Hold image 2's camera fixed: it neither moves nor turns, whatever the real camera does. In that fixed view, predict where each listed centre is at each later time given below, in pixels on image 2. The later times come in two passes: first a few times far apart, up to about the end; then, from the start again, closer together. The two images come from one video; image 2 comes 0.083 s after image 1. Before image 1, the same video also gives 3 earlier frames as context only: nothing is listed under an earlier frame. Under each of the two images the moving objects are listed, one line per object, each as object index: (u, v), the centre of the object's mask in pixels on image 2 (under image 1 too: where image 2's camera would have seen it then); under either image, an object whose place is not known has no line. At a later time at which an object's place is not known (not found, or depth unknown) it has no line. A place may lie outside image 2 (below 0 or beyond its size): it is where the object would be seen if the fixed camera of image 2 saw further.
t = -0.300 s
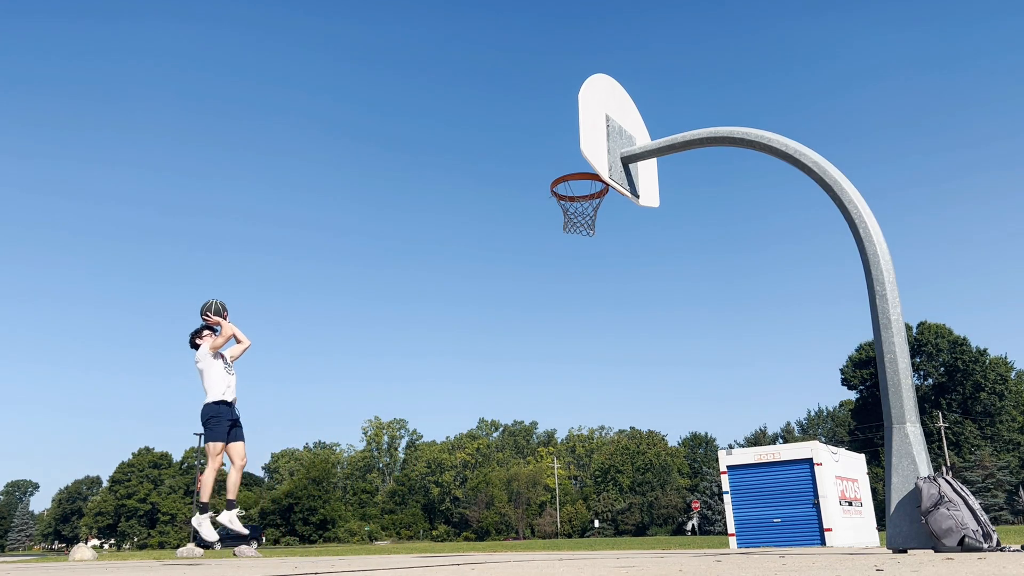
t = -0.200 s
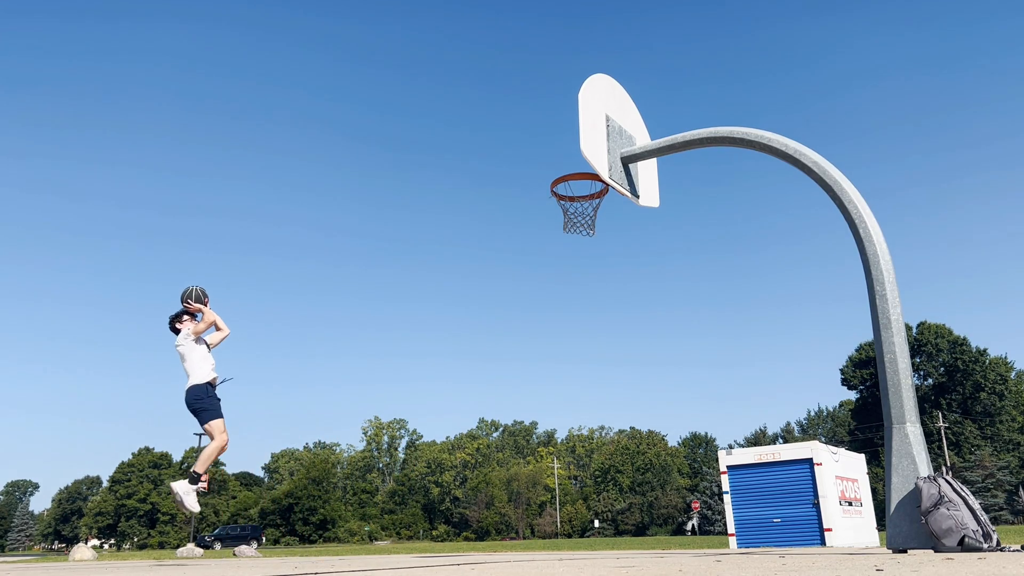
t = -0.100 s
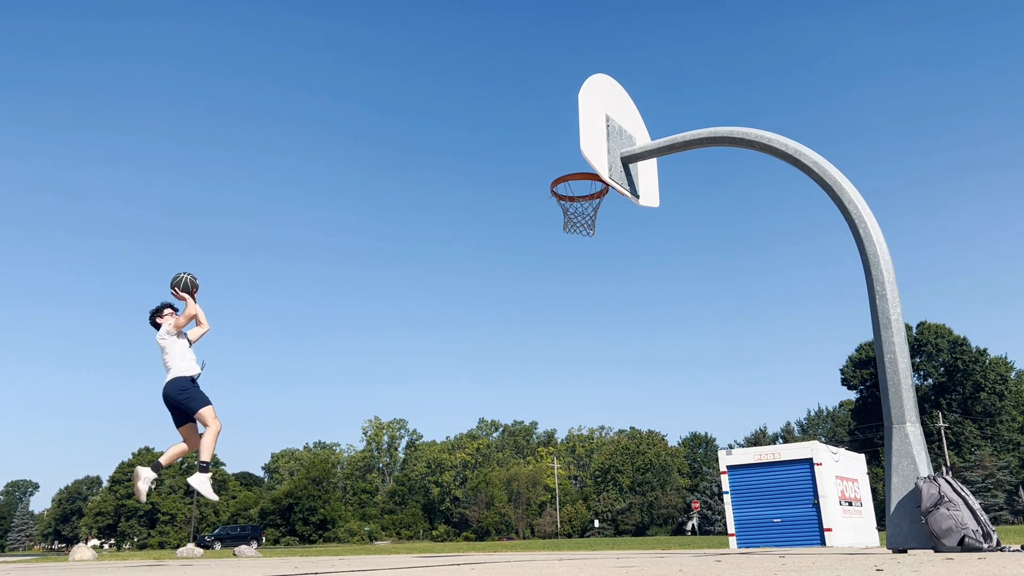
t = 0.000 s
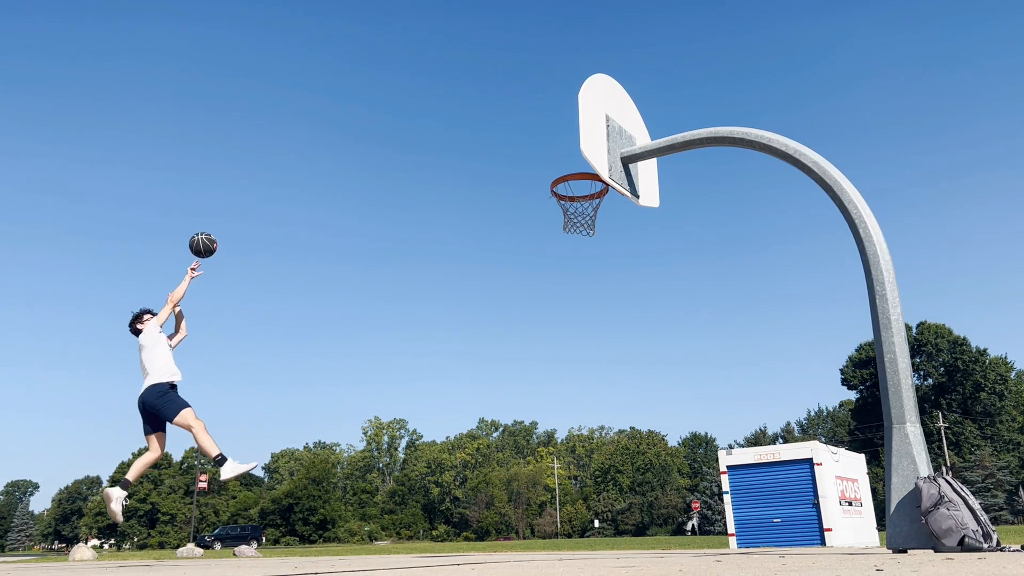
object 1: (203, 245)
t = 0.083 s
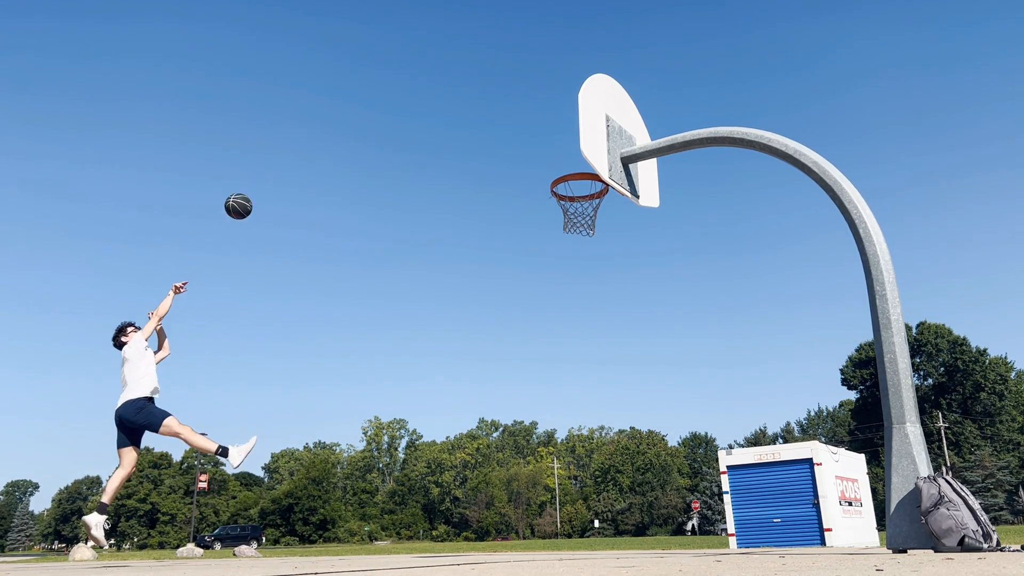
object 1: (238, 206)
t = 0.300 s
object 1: (327, 138)
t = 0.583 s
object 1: (440, 117)
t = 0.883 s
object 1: (568, 185)
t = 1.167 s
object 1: (602, 224)
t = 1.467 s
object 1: (608, 332)
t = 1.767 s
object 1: (618, 523)
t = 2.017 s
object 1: (580, 409)
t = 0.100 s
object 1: (245, 199)
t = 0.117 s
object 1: (252, 193)
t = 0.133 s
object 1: (259, 186)
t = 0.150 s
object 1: (266, 180)
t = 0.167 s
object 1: (273, 174)
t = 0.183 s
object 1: (280, 169)
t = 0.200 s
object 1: (287, 164)
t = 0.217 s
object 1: (293, 159)
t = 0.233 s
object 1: (300, 154)
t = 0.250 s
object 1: (307, 150)
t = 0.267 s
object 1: (314, 146)
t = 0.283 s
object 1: (320, 142)
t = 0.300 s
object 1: (327, 138)
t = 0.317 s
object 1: (334, 135)
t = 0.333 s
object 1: (340, 132)
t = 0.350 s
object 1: (347, 129)
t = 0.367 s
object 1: (354, 126)
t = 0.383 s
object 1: (360, 124)
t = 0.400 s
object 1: (367, 122)
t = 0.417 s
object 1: (374, 120)
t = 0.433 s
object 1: (380, 119)
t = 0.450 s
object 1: (387, 118)
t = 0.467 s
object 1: (394, 117)
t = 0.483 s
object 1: (400, 116)
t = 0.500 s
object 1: (407, 116)
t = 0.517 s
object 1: (413, 116)
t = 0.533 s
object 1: (420, 116)
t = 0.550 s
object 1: (427, 116)
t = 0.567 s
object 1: (434, 117)
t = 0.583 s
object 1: (440, 117)
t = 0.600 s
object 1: (447, 119)
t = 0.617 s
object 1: (454, 120)
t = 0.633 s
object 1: (461, 122)
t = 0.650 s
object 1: (468, 124)
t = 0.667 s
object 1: (475, 126)
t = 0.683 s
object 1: (481, 129)
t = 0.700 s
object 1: (488, 132)
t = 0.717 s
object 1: (495, 135)
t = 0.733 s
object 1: (503, 138)
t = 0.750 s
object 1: (510, 142)
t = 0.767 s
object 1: (517, 146)
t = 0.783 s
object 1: (524, 150)
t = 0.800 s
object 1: (531, 155)
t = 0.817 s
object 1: (538, 160)
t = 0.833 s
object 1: (545, 165)
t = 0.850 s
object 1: (552, 170)
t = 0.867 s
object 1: (559, 176)
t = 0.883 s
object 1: (568, 185)
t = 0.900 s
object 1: (575, 190)
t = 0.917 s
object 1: (582, 196)
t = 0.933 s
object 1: (590, 204)
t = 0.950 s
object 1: (597, 209)
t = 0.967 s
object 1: (600, 211)
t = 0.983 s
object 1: (602, 210)
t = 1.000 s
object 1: (602, 210)
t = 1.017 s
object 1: (602, 210)
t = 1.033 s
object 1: (602, 211)
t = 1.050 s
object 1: (601, 211)
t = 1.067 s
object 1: (602, 212)
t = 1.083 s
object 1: (602, 213)
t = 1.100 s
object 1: (602, 214)
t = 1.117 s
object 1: (602, 216)
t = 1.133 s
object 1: (602, 219)
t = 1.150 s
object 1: (602, 221)
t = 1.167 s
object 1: (602, 224)
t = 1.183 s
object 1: (603, 227)
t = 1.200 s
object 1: (603, 231)
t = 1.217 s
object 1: (603, 234)
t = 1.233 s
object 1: (603, 238)
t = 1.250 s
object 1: (603, 243)
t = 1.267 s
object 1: (603, 247)
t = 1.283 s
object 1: (604, 252)
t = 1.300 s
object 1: (604, 258)
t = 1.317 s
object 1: (604, 264)
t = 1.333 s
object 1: (605, 270)
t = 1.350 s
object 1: (605, 276)
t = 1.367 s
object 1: (605, 283)
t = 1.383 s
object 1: (606, 291)
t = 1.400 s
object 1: (606, 298)
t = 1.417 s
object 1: (607, 306)
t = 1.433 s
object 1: (607, 315)
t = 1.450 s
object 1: (608, 323)
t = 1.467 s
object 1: (608, 332)
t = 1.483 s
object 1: (609, 342)
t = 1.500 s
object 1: (609, 352)
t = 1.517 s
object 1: (610, 363)
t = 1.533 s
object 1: (611, 374)
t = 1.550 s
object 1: (611, 385)
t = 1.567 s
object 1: (612, 397)
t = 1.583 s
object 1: (613, 410)
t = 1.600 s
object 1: (614, 423)
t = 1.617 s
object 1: (615, 436)
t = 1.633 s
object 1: (616, 450)
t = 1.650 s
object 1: (617, 465)
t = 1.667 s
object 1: (619, 480)
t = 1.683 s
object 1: (620, 496)
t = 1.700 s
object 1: (621, 513)
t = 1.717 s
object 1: (622, 529)
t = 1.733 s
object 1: (622, 543)
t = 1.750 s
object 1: (620, 534)
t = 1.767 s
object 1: (618, 523)
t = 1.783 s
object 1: (615, 513)
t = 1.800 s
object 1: (612, 503)
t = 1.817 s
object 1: (609, 493)
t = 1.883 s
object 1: (599, 459)
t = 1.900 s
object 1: (597, 451)
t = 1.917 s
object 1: (594, 444)
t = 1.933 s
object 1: (592, 437)
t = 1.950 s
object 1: (590, 431)
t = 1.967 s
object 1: (587, 425)
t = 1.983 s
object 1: (585, 419)
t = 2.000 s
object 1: (583, 414)
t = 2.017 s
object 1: (580, 409)
